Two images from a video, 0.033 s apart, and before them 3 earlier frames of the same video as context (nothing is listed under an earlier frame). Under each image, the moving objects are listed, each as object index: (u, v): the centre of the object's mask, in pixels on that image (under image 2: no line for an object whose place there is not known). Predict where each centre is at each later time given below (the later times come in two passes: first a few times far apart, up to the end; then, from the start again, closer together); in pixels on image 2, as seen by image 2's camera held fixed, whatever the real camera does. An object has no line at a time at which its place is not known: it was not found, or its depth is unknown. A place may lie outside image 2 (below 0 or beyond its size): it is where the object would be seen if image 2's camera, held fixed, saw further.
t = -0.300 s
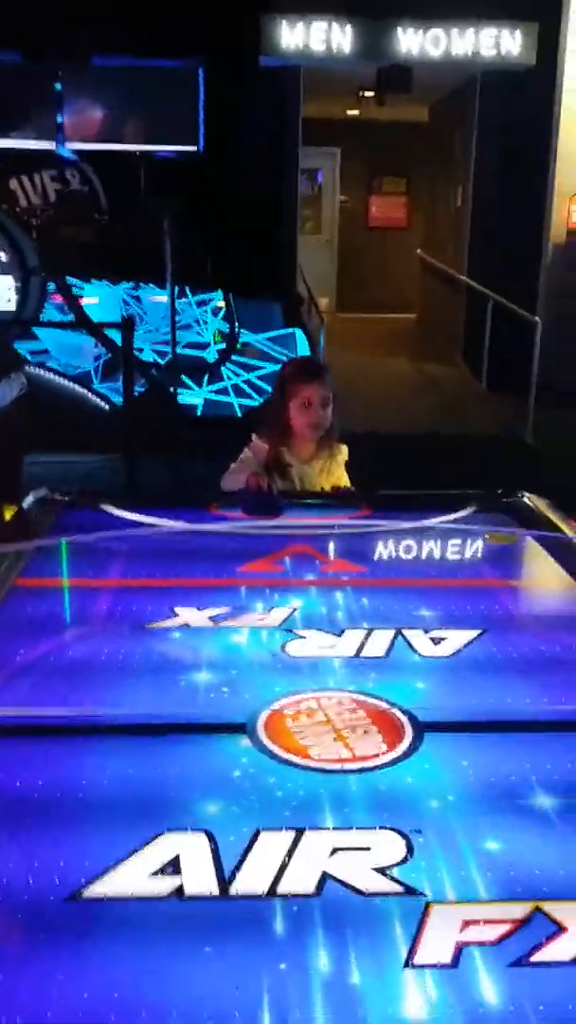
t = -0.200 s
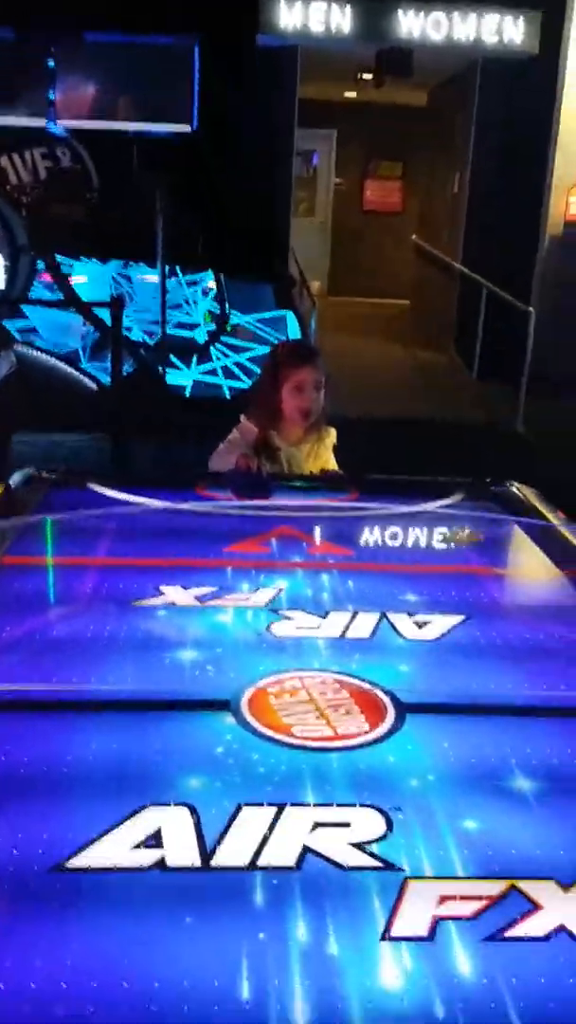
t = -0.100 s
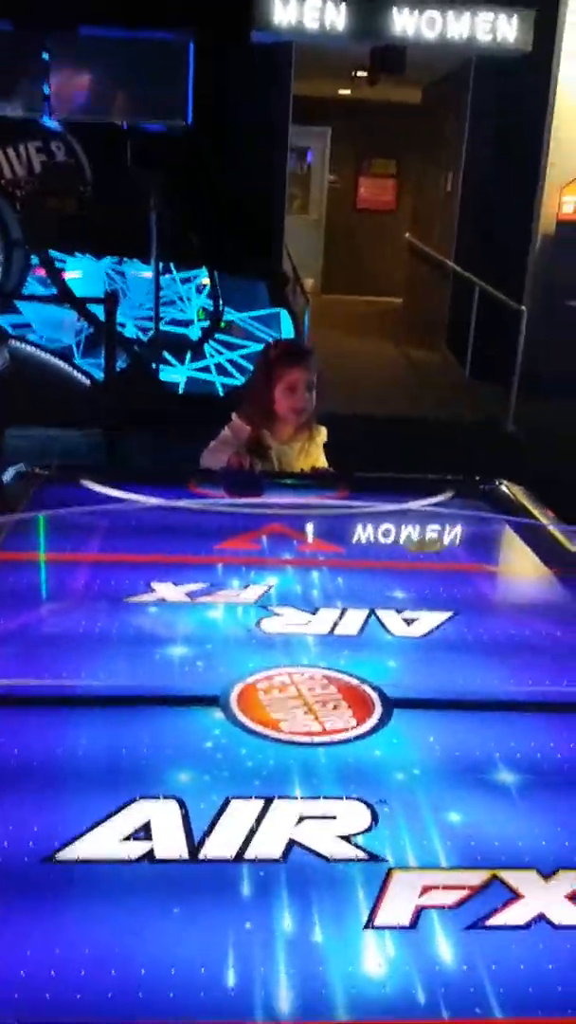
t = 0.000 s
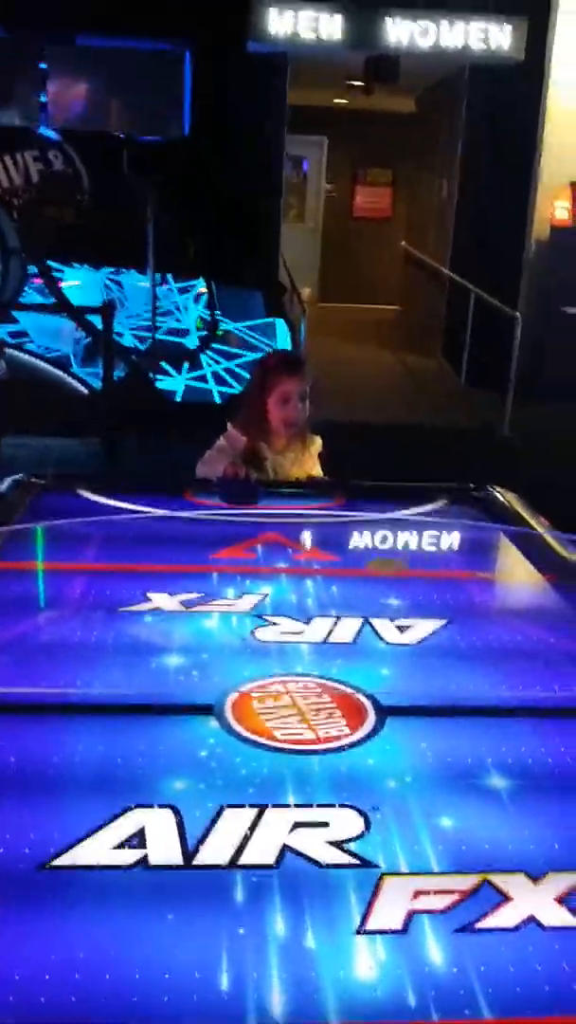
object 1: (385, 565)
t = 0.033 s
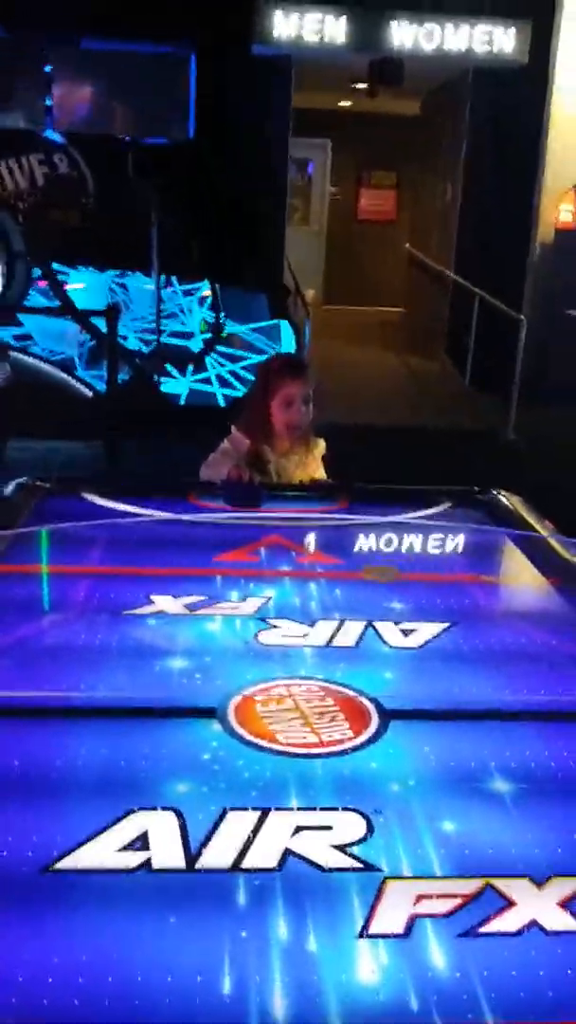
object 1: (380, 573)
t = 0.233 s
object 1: (308, 602)
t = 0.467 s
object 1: (202, 642)
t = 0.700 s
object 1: (60, 694)
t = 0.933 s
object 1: (-107, 758)
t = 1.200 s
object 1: (-6, 831)
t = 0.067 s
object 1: (369, 578)
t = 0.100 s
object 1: (359, 581)
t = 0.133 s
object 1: (346, 585)
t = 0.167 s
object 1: (333, 590)
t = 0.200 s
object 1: (321, 595)
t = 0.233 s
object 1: (308, 602)
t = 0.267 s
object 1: (294, 606)
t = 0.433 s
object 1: (220, 635)
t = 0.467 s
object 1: (202, 642)
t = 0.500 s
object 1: (184, 649)
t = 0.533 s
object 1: (166, 655)
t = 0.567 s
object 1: (147, 662)
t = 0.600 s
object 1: (127, 669)
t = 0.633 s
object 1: (106, 677)
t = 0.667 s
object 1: (85, 685)
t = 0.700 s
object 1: (60, 694)
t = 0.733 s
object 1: (39, 702)
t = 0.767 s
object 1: (14, 711)
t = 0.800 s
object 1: (-10, 719)
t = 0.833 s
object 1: (-34, 727)
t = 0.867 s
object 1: (-65, 738)
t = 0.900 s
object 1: (-96, 749)
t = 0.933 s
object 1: (-107, 758)
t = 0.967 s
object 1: (-94, 768)
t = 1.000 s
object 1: (-81, 774)
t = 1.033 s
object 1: (-68, 782)
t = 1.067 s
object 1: (-55, 791)
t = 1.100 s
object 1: (-43, 800)
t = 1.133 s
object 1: (-29, 811)
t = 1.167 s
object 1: (-18, 820)
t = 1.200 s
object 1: (-6, 831)
